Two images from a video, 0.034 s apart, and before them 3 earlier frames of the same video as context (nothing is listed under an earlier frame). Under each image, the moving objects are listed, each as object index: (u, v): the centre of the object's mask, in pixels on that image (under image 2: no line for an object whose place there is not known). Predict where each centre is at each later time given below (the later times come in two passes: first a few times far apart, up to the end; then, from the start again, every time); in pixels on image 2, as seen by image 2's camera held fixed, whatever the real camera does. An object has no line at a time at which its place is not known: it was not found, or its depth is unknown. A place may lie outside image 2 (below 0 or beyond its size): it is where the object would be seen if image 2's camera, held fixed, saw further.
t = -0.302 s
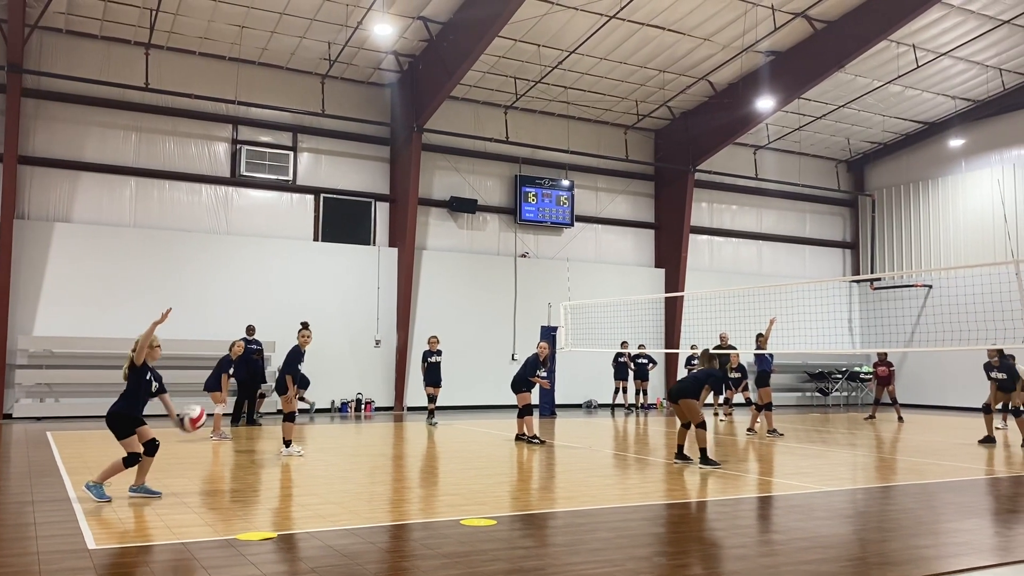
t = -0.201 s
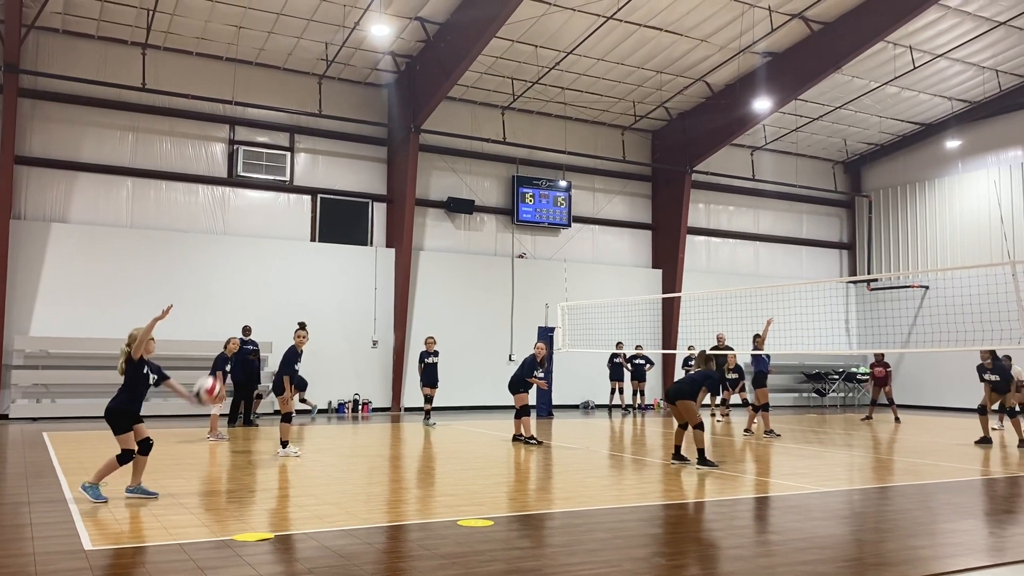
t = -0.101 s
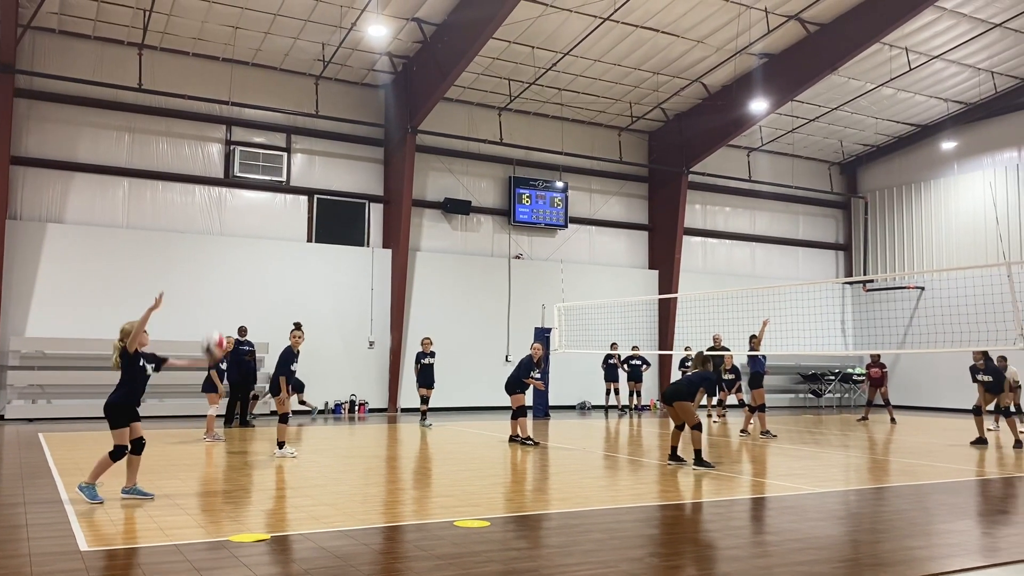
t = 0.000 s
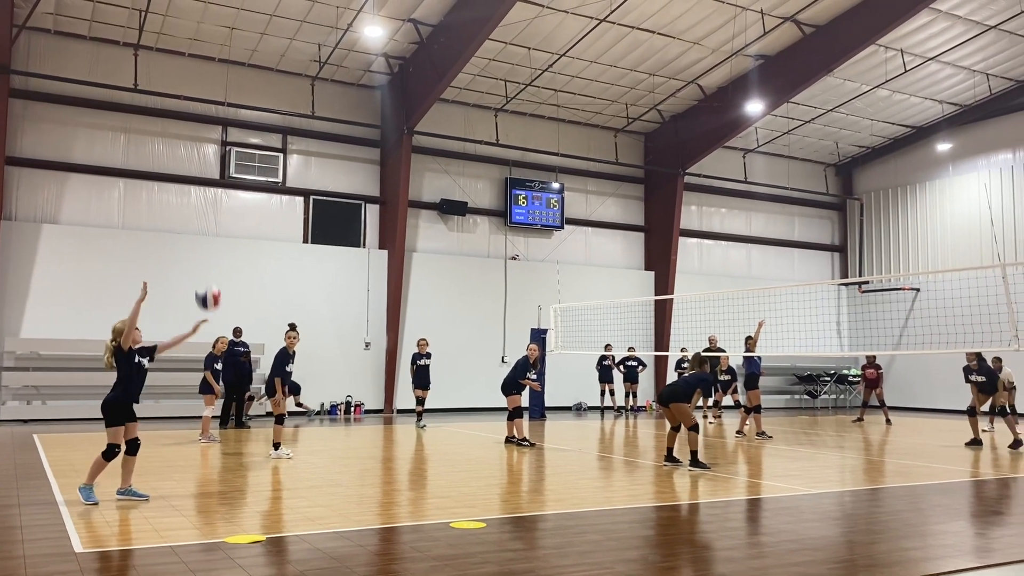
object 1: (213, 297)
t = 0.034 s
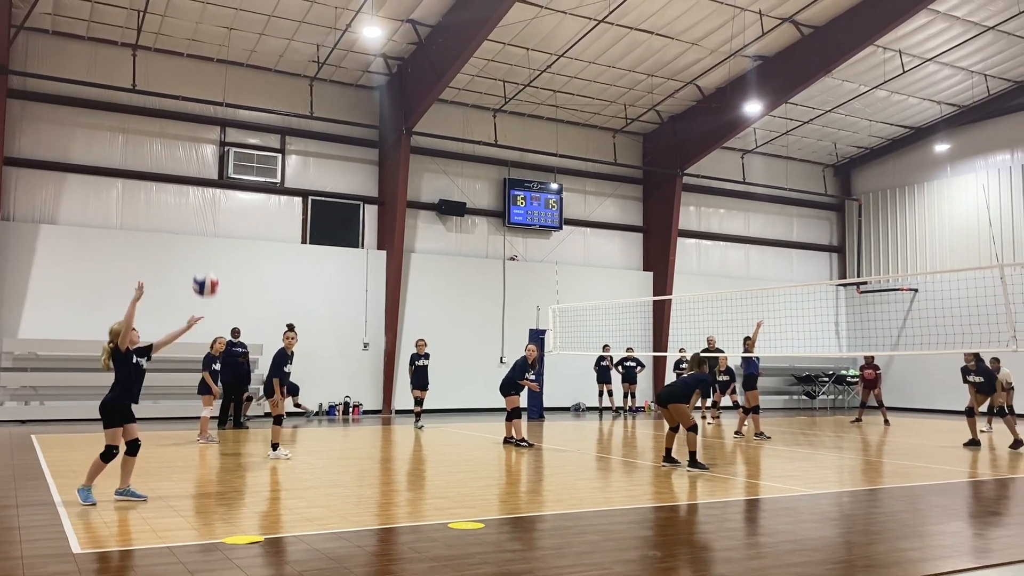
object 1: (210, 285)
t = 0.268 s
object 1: (200, 228)
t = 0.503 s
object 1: (186, 239)
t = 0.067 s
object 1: (206, 273)
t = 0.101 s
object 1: (206, 261)
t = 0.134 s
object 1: (205, 252)
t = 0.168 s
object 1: (205, 244)
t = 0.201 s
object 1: (204, 238)
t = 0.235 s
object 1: (202, 232)
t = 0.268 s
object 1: (200, 228)
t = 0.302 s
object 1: (198, 225)
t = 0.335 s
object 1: (196, 222)
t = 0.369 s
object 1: (195, 222)
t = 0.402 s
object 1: (194, 224)
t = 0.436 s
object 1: (192, 228)
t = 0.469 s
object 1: (186, 233)
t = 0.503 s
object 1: (186, 239)
